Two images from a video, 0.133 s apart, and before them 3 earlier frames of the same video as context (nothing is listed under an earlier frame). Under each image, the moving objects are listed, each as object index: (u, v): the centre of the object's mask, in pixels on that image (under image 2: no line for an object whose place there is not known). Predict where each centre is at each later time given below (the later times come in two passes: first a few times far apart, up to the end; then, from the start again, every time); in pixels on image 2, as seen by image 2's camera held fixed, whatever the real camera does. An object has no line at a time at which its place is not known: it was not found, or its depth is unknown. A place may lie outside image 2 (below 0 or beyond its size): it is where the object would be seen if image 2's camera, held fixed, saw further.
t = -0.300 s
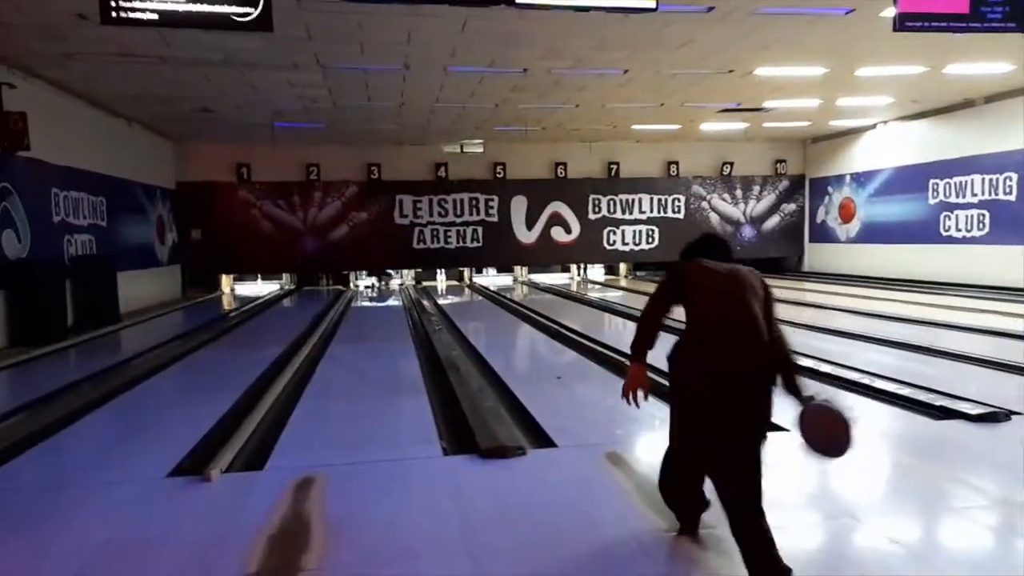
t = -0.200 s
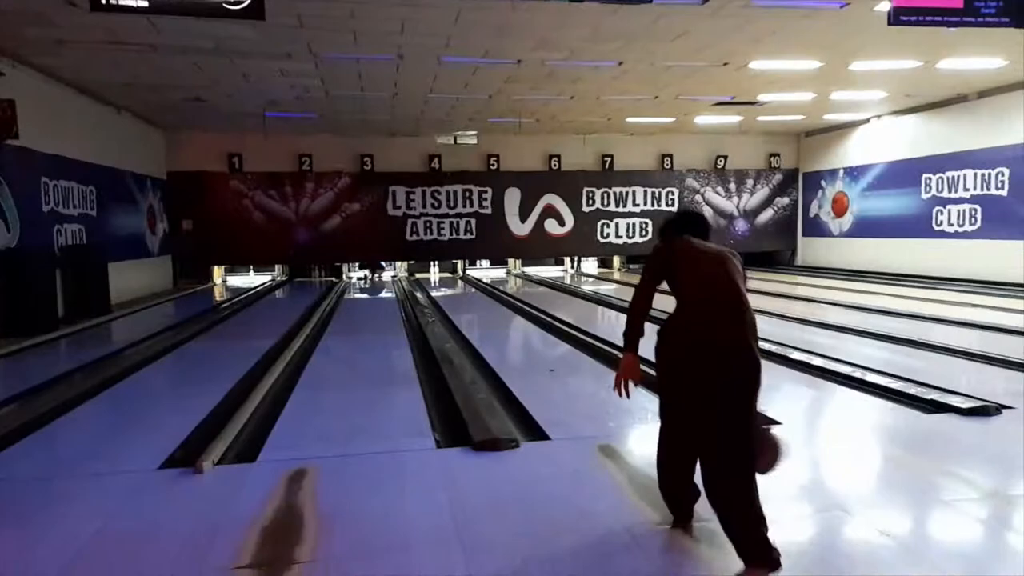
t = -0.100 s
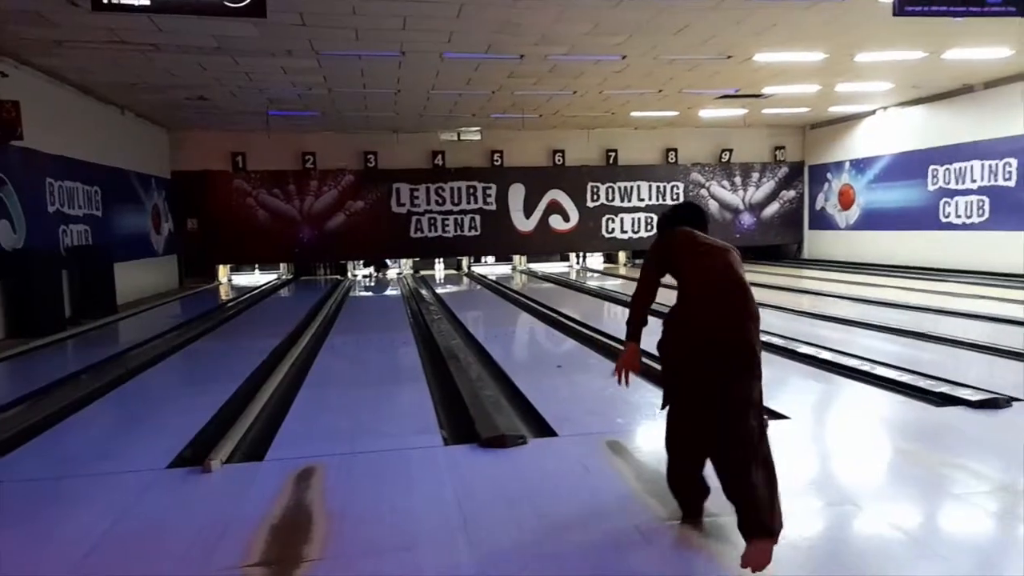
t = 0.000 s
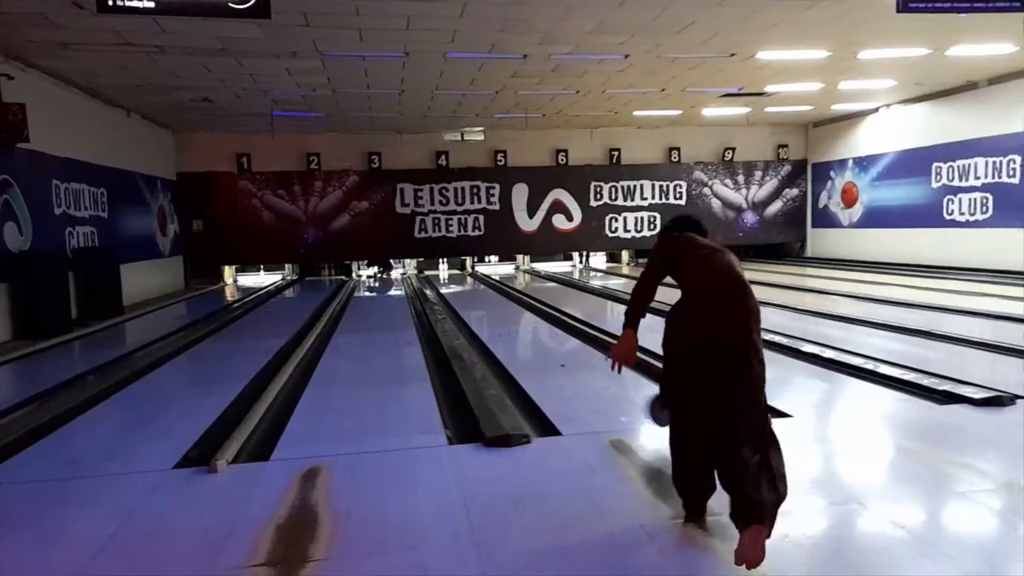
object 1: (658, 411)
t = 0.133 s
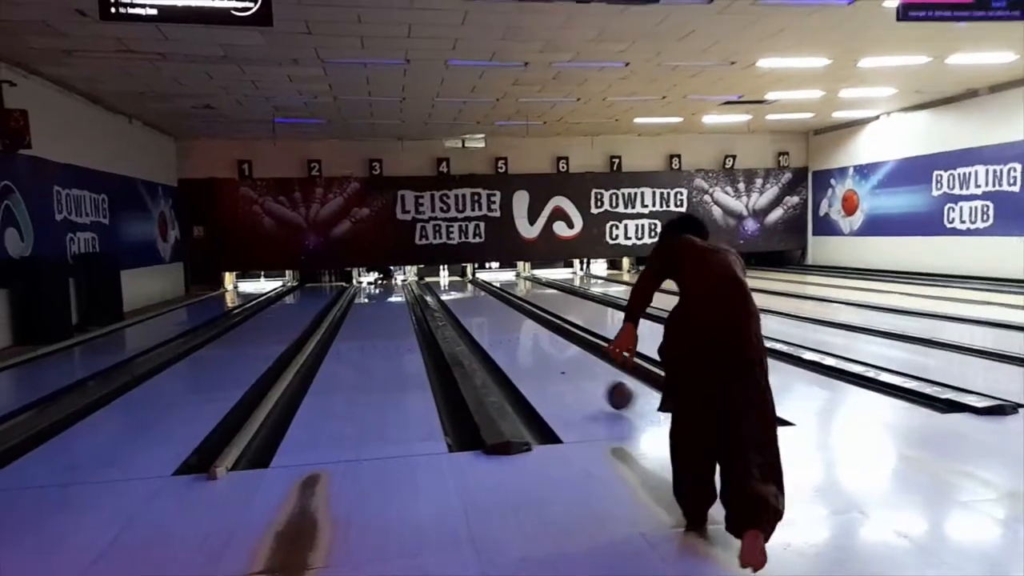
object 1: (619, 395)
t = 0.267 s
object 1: (589, 374)
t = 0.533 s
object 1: (548, 344)
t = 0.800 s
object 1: (523, 326)
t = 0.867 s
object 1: (518, 322)
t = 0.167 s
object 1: (611, 390)
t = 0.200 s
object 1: (602, 385)
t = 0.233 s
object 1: (595, 379)
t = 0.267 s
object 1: (589, 374)
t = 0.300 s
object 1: (582, 370)
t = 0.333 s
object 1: (576, 365)
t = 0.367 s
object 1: (571, 361)
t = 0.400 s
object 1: (565, 357)
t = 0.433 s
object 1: (561, 354)
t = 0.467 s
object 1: (557, 350)
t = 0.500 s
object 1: (552, 347)
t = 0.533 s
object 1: (548, 344)
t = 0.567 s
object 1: (544, 341)
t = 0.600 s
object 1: (541, 338)
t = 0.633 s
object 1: (538, 336)
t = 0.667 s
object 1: (535, 334)
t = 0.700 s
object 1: (532, 332)
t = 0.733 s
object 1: (529, 330)
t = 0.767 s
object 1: (526, 328)
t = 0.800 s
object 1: (523, 326)
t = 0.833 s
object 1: (521, 324)
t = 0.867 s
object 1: (518, 322)
